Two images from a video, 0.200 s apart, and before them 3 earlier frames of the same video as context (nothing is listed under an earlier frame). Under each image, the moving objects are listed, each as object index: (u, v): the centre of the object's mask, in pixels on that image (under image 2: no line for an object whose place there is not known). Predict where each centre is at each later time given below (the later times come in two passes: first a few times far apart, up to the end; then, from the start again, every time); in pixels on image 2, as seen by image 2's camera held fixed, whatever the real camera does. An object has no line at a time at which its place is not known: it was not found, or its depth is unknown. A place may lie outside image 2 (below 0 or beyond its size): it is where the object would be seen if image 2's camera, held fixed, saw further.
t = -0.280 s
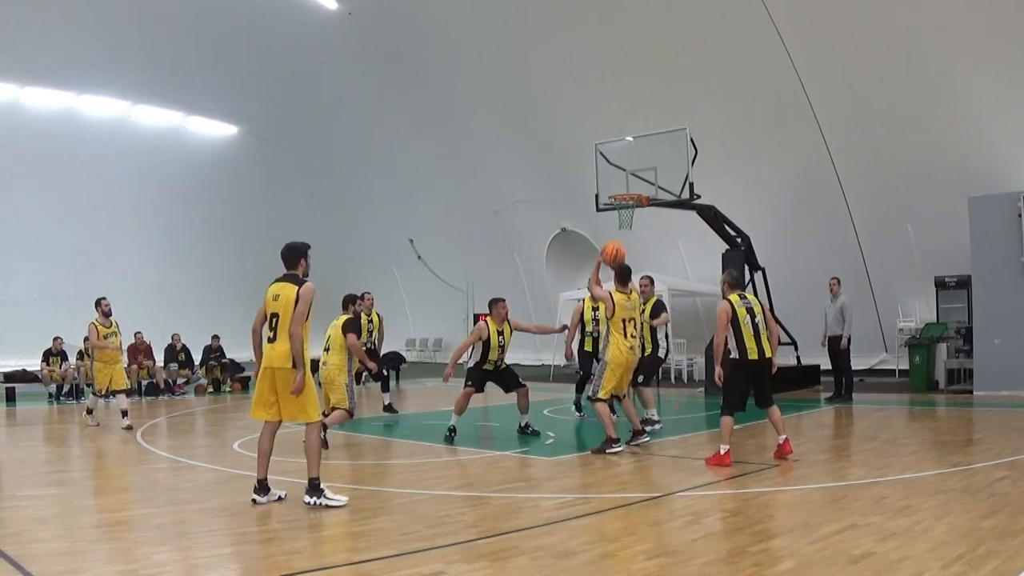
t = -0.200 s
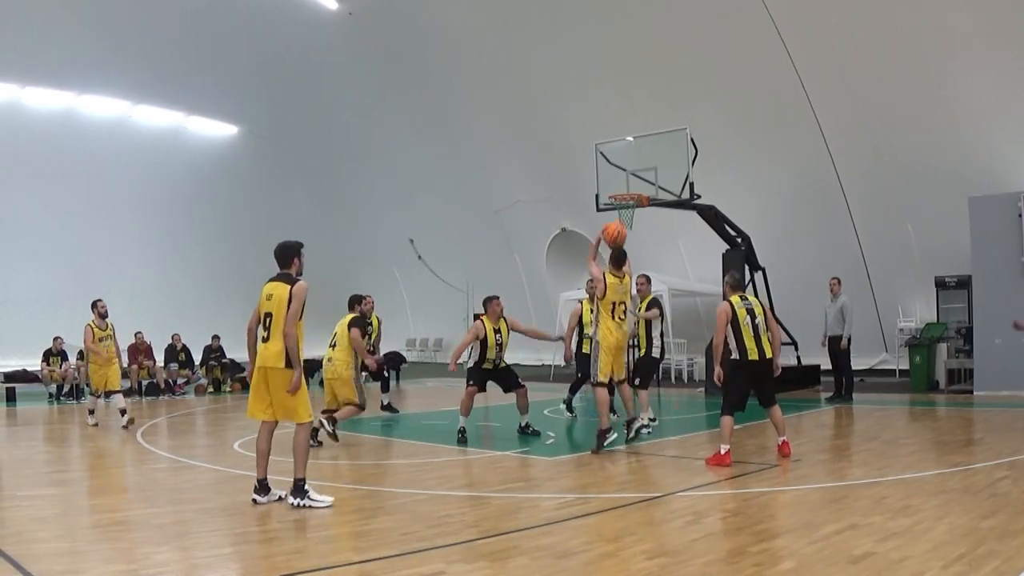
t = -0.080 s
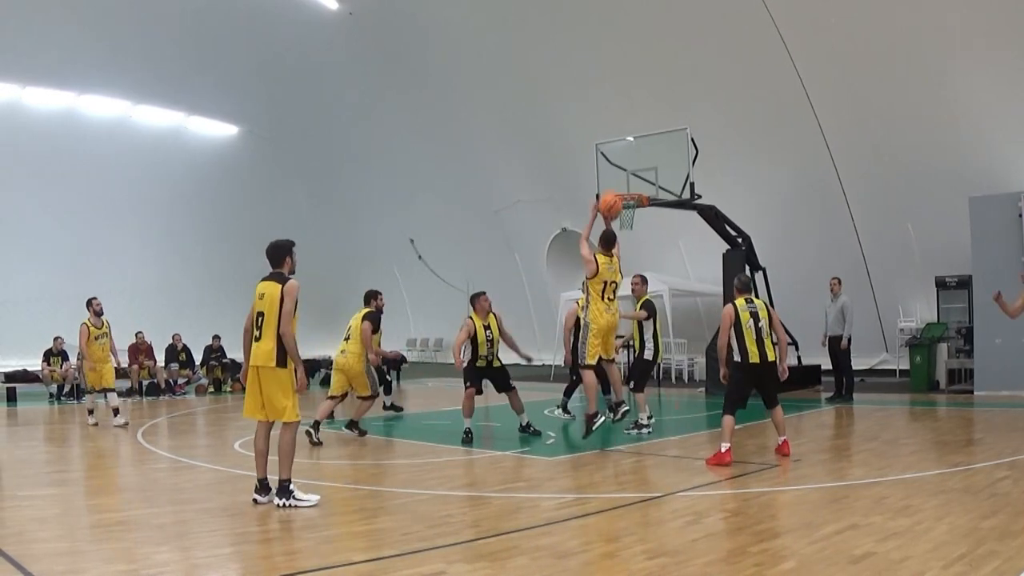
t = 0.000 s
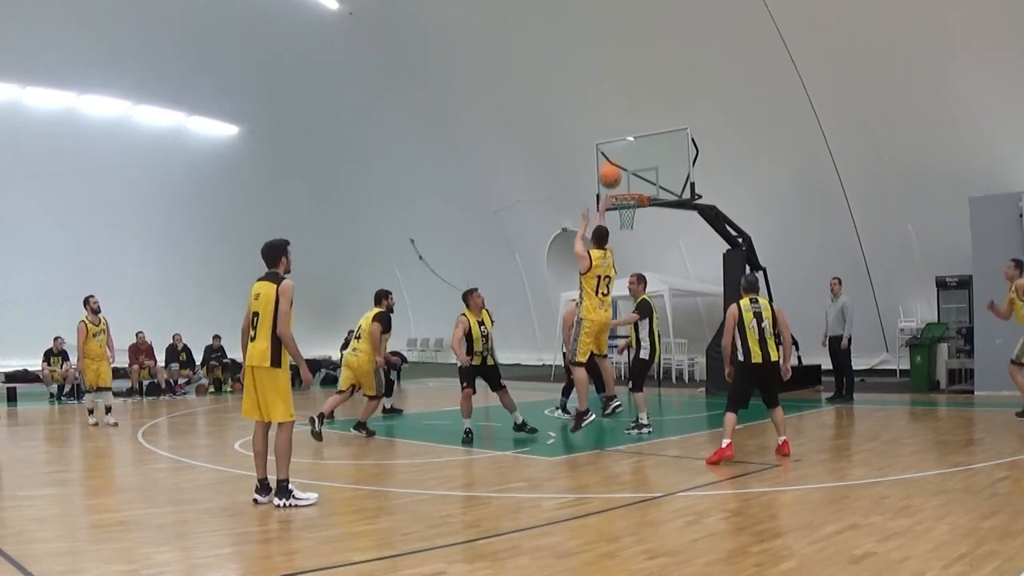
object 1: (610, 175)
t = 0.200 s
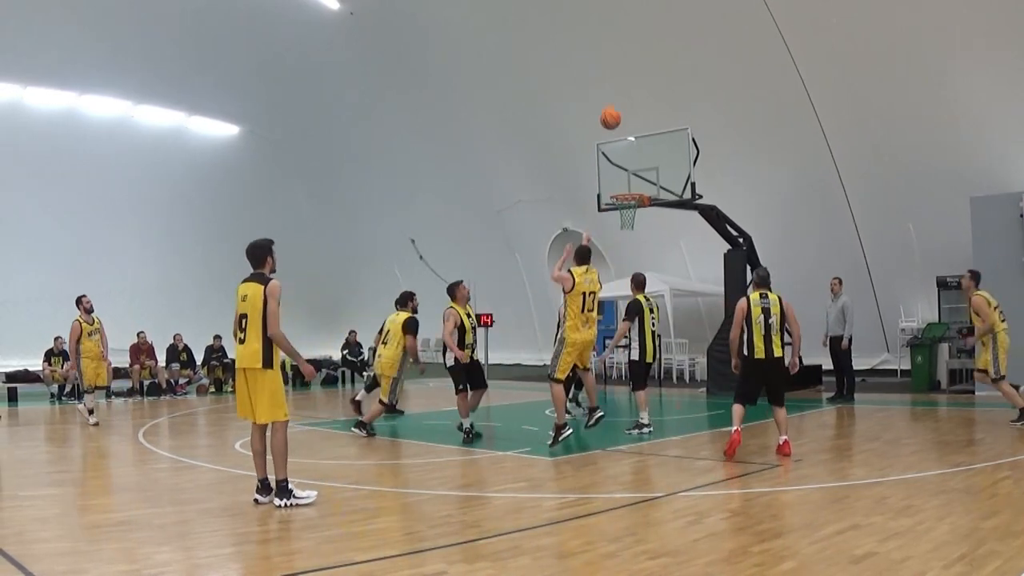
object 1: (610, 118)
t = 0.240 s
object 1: (610, 112)
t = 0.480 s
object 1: (612, 101)
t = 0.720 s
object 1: (615, 132)
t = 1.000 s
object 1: (629, 185)
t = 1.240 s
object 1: (666, 175)
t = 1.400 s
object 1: (677, 184)
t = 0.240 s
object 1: (610, 112)
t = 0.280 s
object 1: (611, 106)
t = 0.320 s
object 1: (611, 103)
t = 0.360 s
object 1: (611, 100)
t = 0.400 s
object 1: (611, 99)
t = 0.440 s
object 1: (611, 99)
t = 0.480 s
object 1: (612, 101)
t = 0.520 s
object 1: (612, 103)
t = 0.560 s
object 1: (613, 107)
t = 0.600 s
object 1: (613, 112)
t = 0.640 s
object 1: (614, 118)
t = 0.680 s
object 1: (614, 124)
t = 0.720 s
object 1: (615, 132)
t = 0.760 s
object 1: (616, 141)
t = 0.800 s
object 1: (616, 150)
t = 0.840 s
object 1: (617, 161)
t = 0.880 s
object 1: (617, 171)
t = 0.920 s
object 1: (618, 183)
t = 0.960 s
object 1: (621, 189)
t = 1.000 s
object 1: (629, 185)
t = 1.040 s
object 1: (637, 181)
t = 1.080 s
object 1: (645, 179)
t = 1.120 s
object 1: (654, 177)
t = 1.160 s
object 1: (661, 176)
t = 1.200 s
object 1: (664, 175)
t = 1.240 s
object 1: (666, 175)
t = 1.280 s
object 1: (668, 175)
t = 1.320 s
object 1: (671, 177)
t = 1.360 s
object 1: (674, 180)
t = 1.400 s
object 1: (677, 184)
